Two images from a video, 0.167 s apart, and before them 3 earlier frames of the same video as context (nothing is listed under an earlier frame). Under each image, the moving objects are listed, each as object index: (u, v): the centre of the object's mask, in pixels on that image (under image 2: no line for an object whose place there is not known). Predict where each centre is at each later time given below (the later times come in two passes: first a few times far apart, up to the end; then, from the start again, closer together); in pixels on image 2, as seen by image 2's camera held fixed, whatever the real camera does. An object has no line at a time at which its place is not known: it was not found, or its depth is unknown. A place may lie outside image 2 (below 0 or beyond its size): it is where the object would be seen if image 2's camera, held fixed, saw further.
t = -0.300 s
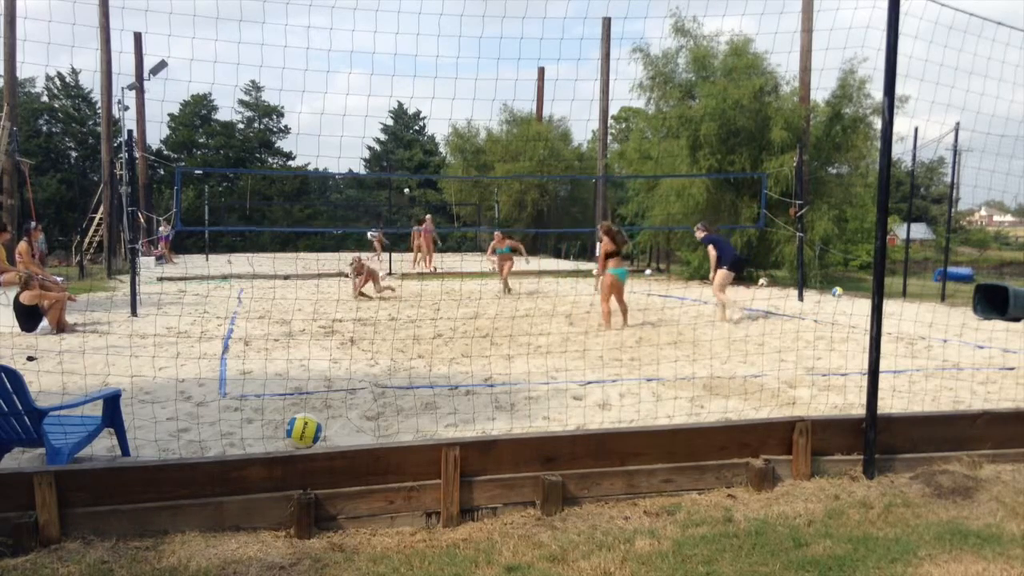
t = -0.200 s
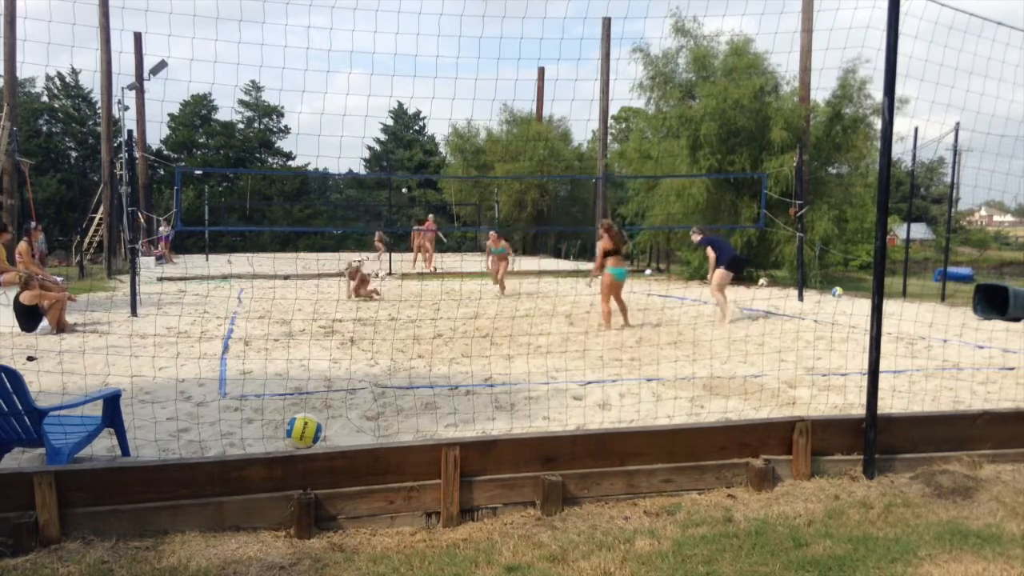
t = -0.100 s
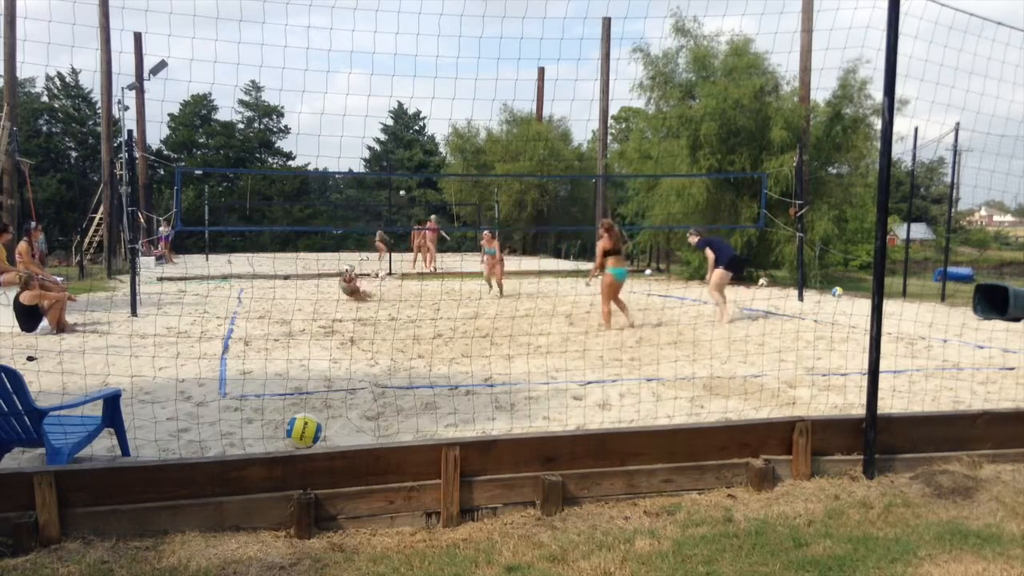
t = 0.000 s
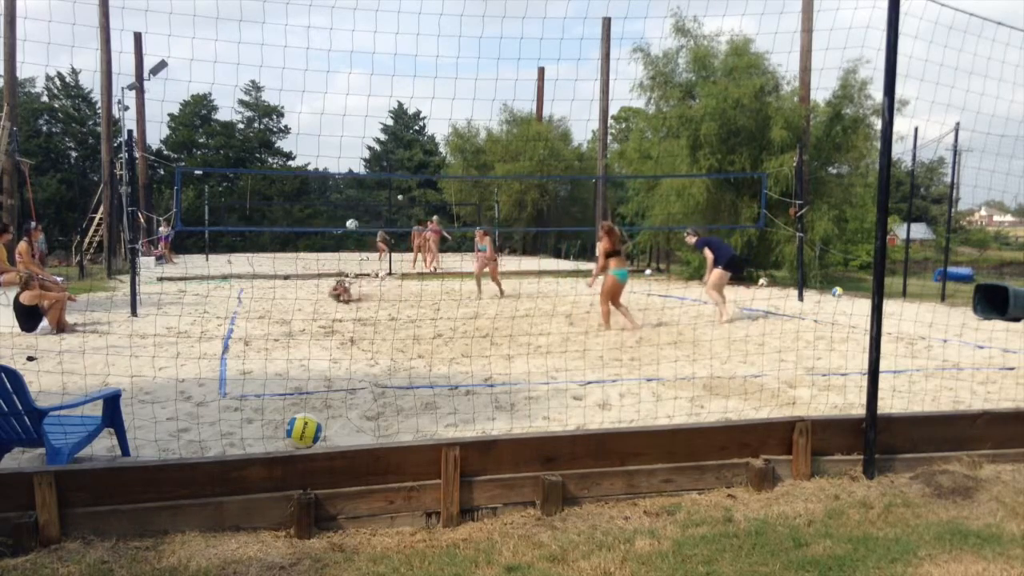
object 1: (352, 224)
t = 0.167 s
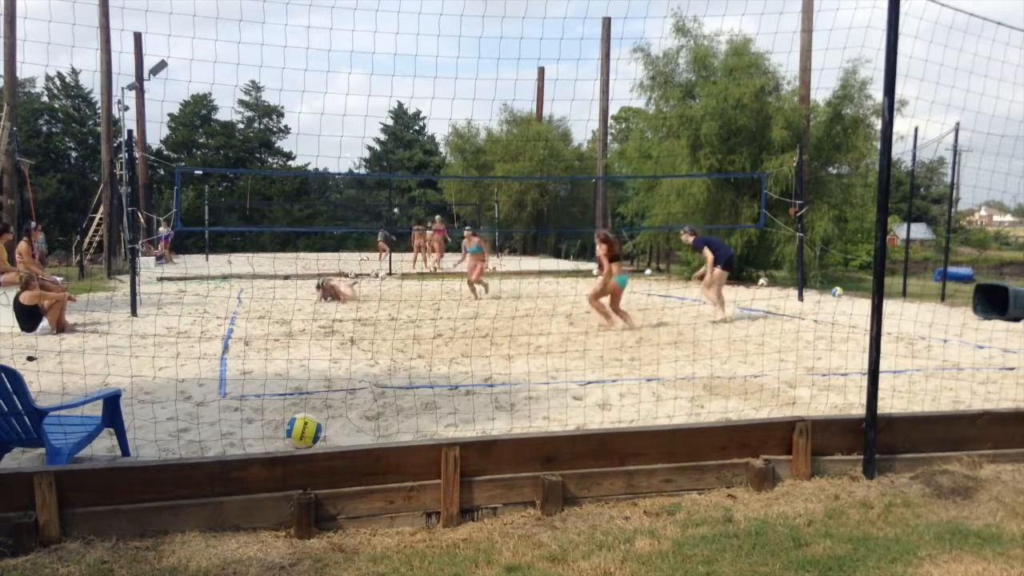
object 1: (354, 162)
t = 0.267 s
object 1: (360, 134)
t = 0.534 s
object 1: (370, 80)
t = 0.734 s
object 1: (376, 64)
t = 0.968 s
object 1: (386, 73)
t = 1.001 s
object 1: (388, 77)
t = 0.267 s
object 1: (360, 134)
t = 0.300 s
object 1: (362, 124)
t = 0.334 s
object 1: (363, 118)
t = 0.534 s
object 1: (370, 80)
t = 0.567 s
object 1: (371, 75)
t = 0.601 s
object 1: (371, 72)
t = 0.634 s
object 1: (372, 69)
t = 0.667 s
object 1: (374, 67)
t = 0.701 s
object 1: (376, 64)
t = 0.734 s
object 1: (376, 64)
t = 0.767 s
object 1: (378, 63)
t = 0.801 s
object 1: (380, 63)
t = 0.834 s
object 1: (381, 64)
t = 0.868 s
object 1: (382, 65)
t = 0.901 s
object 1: (384, 67)
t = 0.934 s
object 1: (385, 70)
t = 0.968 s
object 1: (386, 73)
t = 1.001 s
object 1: (388, 77)
